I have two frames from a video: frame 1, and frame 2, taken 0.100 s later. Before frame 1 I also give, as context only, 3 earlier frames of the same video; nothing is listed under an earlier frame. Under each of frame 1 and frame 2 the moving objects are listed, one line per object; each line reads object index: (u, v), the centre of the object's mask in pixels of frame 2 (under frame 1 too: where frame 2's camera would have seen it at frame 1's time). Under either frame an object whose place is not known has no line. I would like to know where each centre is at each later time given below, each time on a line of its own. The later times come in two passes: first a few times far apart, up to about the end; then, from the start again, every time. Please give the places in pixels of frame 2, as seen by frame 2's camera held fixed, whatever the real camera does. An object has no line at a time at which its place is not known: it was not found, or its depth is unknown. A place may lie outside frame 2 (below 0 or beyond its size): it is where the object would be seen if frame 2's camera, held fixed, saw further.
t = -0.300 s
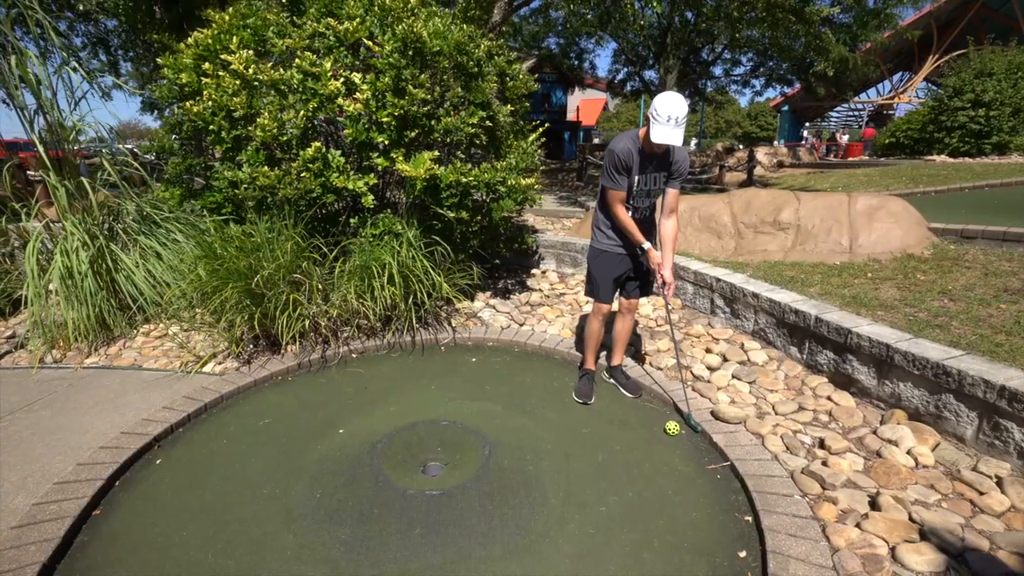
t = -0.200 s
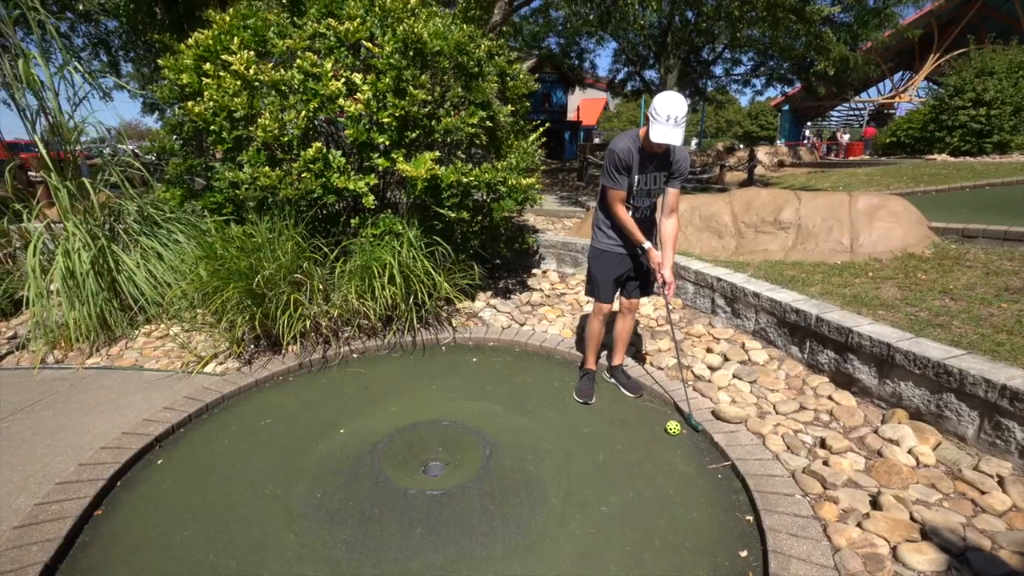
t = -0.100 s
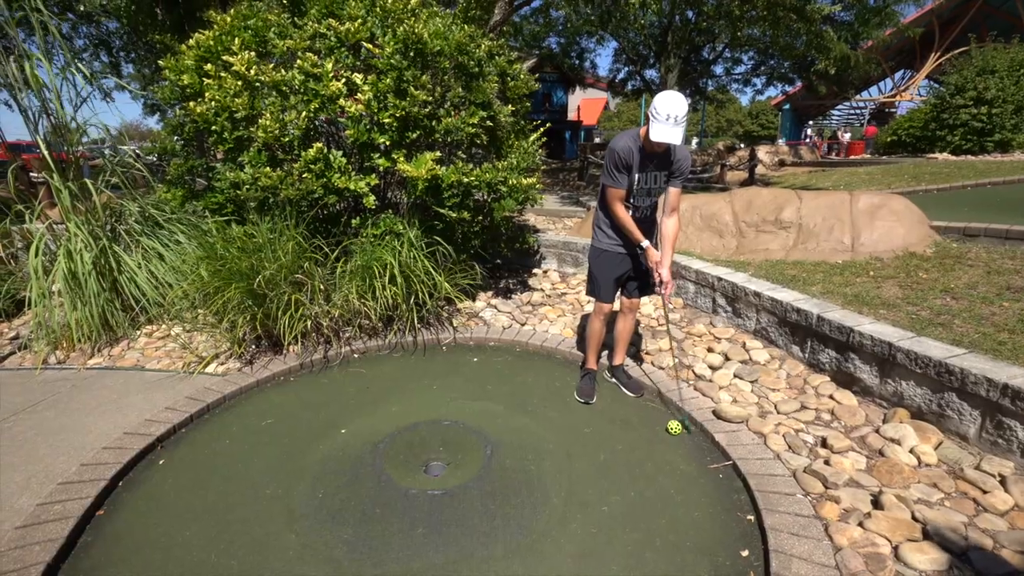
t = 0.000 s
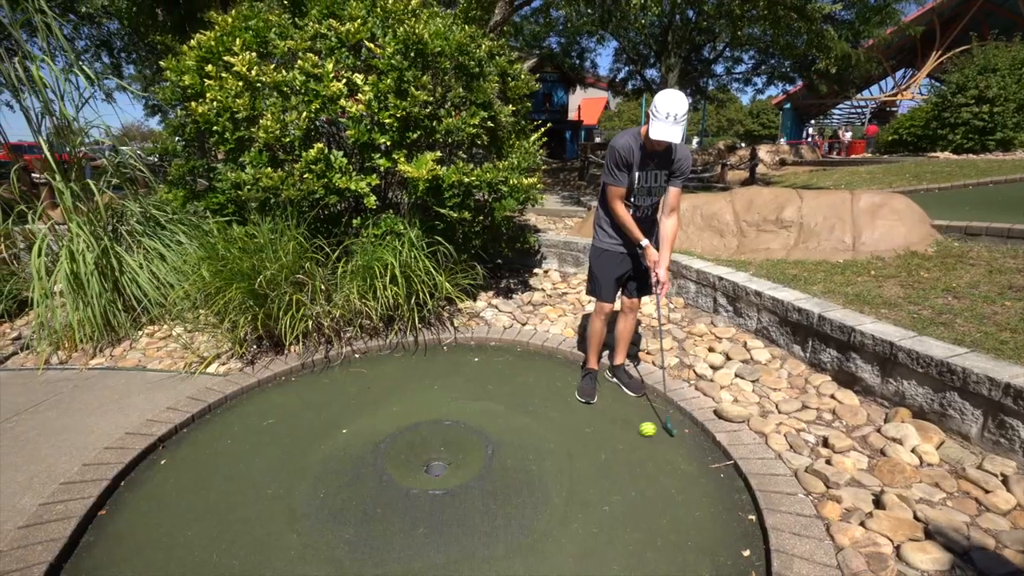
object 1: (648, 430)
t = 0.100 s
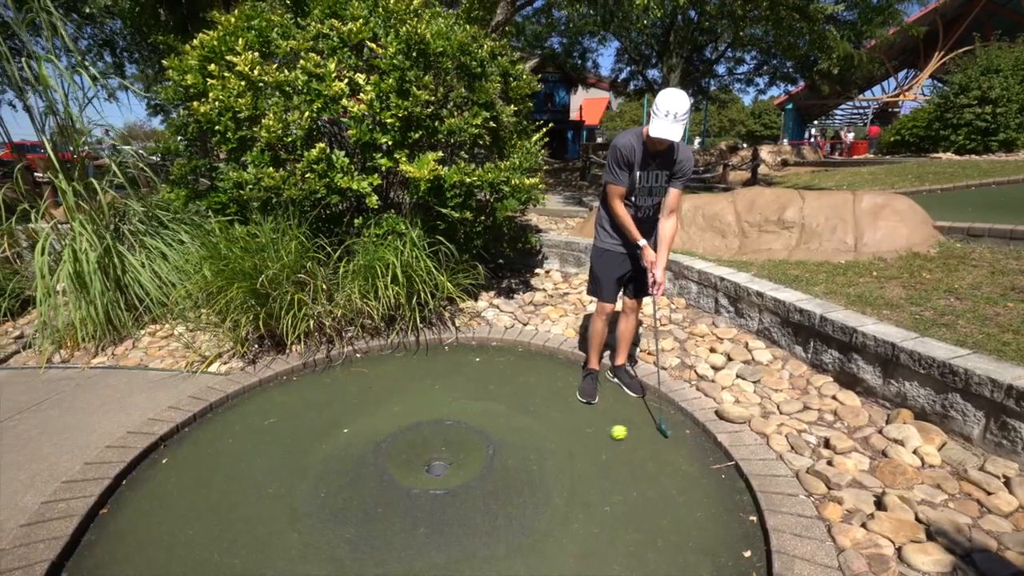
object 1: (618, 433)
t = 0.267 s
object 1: (569, 434)
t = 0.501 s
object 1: (518, 431)
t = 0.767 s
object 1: (474, 428)
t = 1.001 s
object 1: (431, 446)
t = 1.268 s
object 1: (401, 467)
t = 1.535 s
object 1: (406, 484)
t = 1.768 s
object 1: (407, 513)
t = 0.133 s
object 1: (608, 434)
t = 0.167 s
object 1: (598, 434)
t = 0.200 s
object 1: (588, 436)
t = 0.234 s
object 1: (579, 434)
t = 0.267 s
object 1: (569, 434)
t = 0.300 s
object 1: (559, 436)
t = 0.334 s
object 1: (552, 434)
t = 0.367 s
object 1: (545, 431)
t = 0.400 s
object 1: (538, 430)
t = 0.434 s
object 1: (532, 431)
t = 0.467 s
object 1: (525, 433)
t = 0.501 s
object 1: (518, 431)
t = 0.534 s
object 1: (512, 430)
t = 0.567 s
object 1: (505, 430)
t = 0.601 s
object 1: (500, 429)
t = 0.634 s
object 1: (494, 428)
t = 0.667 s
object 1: (489, 428)
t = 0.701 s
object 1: (483, 427)
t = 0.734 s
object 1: (479, 427)
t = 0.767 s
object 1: (474, 428)
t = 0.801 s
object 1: (468, 428)
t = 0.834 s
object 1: (463, 430)
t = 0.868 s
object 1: (457, 433)
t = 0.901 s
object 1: (451, 435)
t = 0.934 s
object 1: (444, 439)
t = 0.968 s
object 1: (438, 442)
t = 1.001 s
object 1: (431, 446)
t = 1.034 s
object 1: (424, 449)
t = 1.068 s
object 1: (418, 453)
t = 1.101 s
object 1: (413, 455)
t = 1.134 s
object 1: (409, 457)
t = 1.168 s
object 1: (406, 460)
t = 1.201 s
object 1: (403, 462)
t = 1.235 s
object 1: (402, 464)
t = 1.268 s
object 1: (401, 467)
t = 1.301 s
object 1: (401, 469)
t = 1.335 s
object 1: (401, 471)
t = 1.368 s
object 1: (401, 473)
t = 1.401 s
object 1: (402, 475)
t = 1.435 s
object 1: (404, 478)
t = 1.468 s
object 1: (404, 479)
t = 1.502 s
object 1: (405, 481)
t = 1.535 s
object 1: (406, 484)
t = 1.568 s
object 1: (407, 487)
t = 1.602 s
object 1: (408, 490)
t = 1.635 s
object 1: (407, 493)
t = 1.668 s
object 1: (408, 498)
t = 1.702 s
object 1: (408, 502)
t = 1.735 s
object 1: (407, 508)
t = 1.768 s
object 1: (407, 513)
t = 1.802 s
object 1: (406, 519)
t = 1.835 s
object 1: (406, 525)
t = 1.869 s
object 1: (405, 532)
